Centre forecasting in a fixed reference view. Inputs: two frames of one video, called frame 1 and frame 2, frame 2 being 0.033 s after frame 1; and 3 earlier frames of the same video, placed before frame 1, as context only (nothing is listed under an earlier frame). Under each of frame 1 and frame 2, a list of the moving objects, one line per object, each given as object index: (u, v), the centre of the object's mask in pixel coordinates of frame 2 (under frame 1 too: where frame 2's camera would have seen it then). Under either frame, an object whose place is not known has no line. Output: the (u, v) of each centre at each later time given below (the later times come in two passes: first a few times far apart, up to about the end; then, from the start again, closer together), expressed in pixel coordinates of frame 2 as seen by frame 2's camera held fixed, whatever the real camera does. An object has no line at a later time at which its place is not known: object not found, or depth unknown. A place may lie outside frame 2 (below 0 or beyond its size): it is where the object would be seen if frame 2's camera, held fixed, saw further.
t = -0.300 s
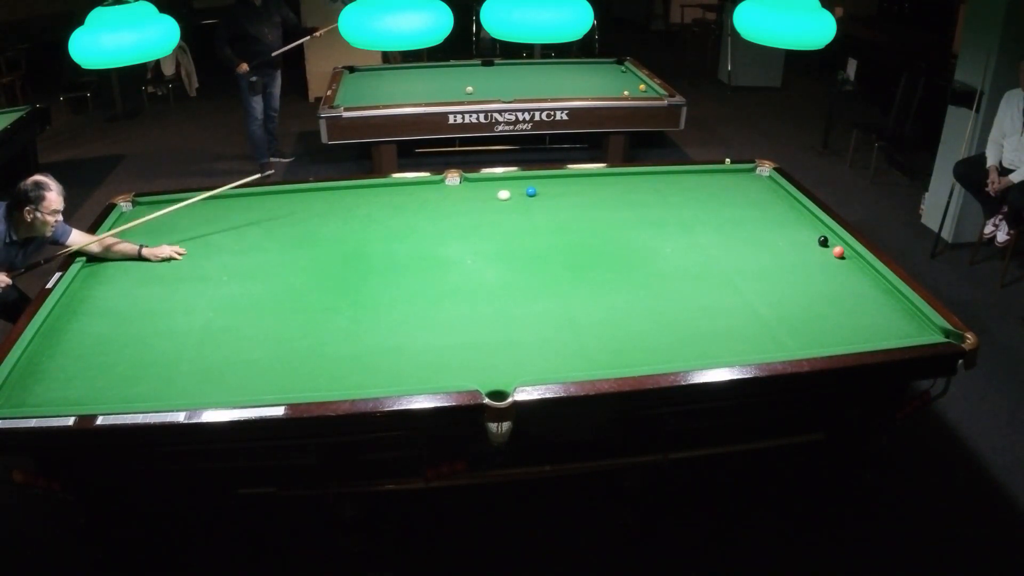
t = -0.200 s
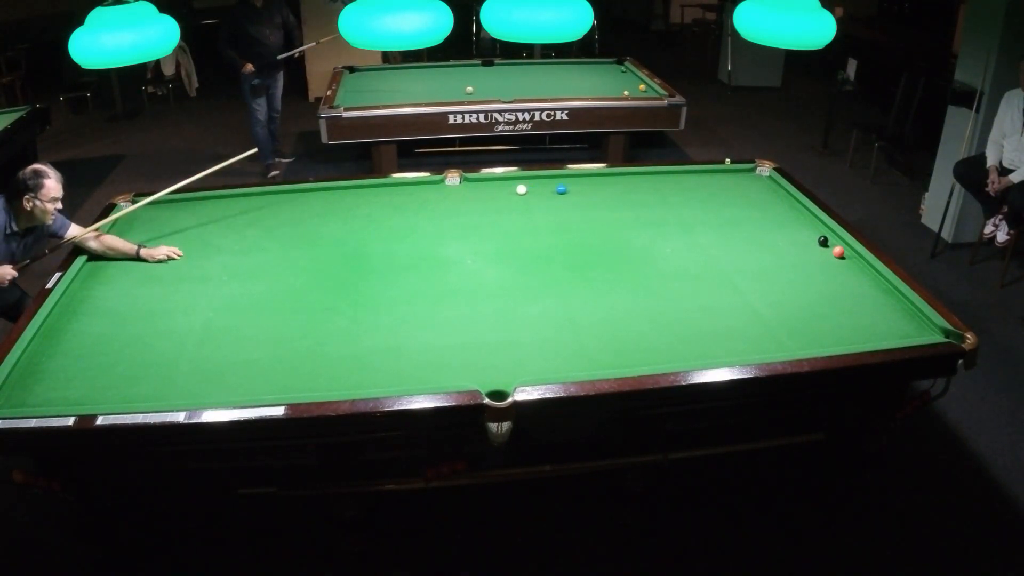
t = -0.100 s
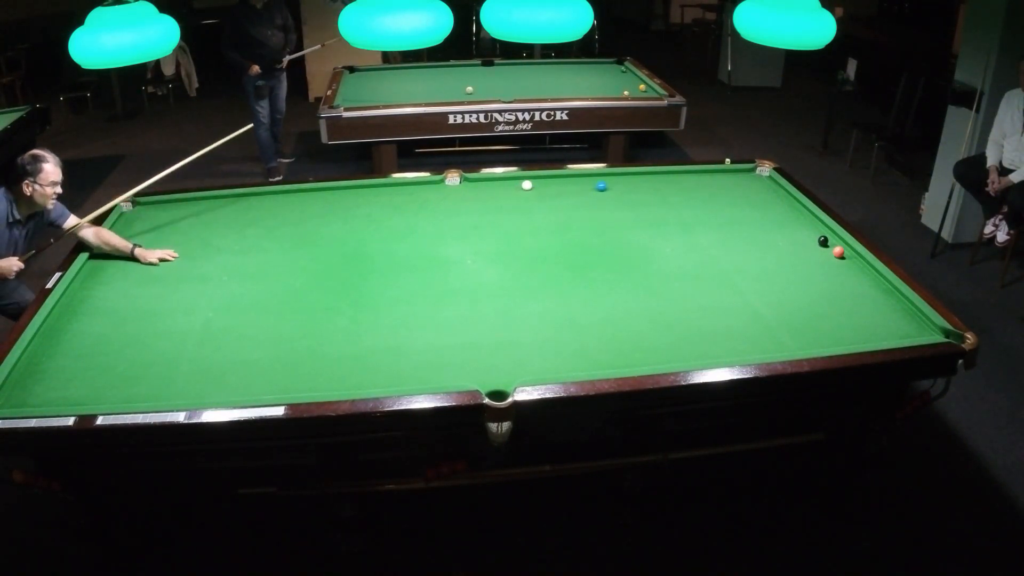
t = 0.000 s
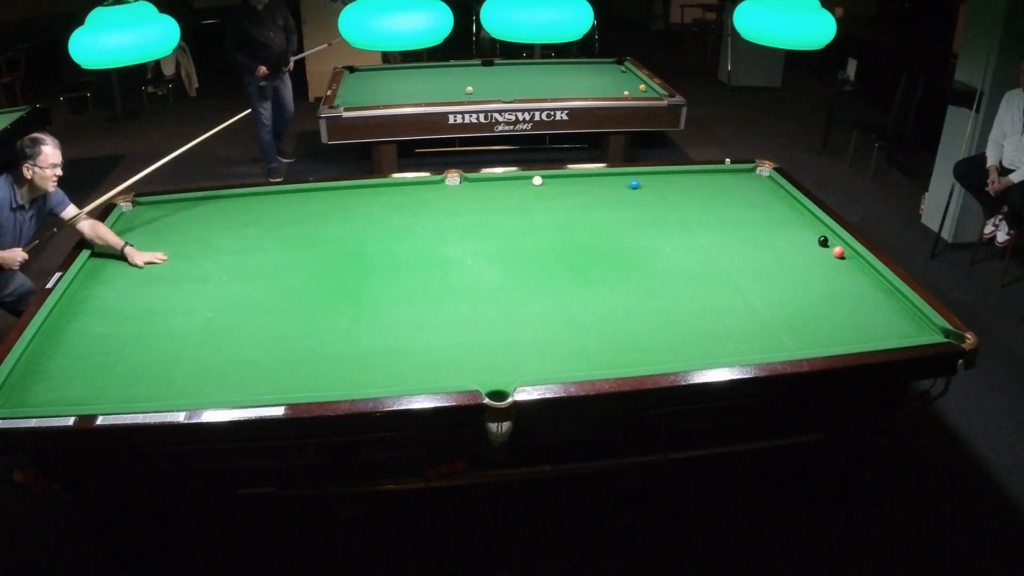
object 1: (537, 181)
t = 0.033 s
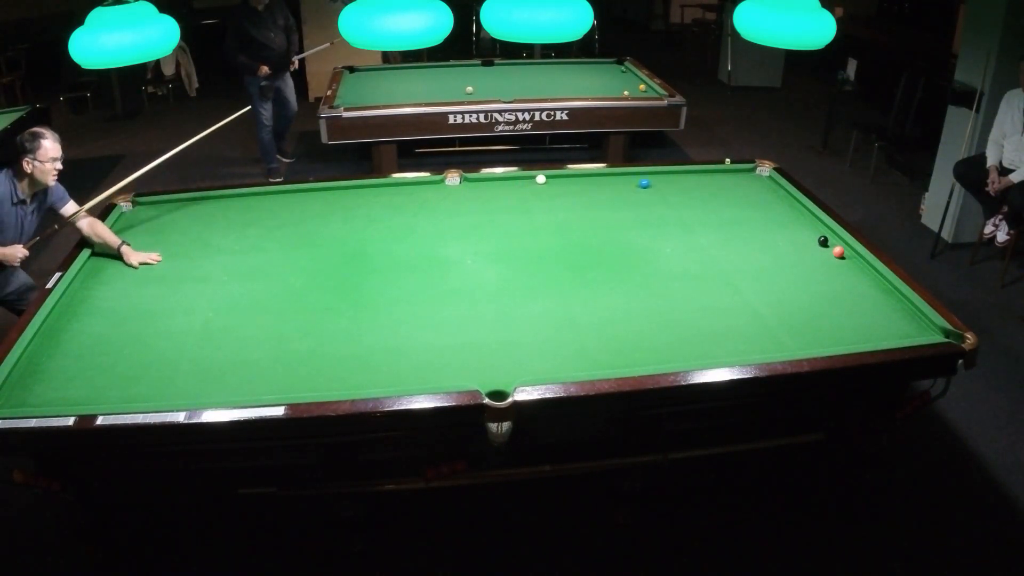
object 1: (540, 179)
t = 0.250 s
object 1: (560, 181)
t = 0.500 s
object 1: (581, 186)
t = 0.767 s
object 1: (603, 192)
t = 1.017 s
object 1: (623, 197)
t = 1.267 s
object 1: (642, 203)
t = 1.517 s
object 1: (660, 208)
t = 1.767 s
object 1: (678, 212)
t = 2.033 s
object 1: (695, 217)
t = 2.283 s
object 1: (710, 222)
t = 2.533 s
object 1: (724, 226)
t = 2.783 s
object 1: (737, 229)
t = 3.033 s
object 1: (748, 232)
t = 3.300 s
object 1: (759, 236)
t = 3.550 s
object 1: (769, 238)
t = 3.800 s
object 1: (777, 241)
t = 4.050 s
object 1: (784, 242)
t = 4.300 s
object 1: (790, 244)
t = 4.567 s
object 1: (795, 245)
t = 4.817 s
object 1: (798, 245)
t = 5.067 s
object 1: (800, 245)
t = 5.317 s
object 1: (800, 245)
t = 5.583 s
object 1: (800, 245)
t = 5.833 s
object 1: (800, 245)
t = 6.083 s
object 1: (800, 245)
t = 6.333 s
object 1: (800, 245)
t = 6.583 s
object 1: (800, 245)
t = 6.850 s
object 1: (800, 245)
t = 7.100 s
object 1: (800, 245)
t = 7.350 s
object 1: (800, 245)
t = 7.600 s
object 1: (800, 245)
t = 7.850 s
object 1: (800, 245)
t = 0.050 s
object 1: (542, 179)
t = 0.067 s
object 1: (544, 178)
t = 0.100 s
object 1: (547, 178)
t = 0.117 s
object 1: (548, 178)
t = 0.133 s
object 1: (550, 178)
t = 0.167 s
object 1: (553, 179)
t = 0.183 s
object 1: (554, 179)
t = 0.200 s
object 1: (556, 180)
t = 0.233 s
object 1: (558, 181)
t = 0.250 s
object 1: (560, 181)
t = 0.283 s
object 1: (563, 182)
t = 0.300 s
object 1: (564, 182)
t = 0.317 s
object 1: (566, 182)
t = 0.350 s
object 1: (569, 183)
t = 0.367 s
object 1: (570, 183)
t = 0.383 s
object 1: (572, 184)
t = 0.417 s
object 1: (574, 184)
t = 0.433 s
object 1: (576, 185)
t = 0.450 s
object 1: (577, 185)
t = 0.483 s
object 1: (580, 186)
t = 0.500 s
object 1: (581, 186)
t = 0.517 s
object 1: (583, 187)
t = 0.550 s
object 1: (585, 187)
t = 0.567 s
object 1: (587, 188)
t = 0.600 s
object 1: (590, 188)
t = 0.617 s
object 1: (591, 189)
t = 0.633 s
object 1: (592, 189)
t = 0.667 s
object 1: (595, 190)
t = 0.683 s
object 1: (597, 190)
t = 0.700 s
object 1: (598, 191)
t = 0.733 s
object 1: (601, 191)
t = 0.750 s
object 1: (602, 192)
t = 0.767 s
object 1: (603, 192)
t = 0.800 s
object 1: (606, 193)
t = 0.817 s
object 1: (607, 193)
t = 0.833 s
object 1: (609, 193)
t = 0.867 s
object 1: (612, 194)
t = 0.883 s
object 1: (613, 195)
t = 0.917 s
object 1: (615, 195)
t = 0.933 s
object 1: (616, 195)
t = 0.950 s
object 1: (618, 196)
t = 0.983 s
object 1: (621, 197)
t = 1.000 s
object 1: (622, 197)
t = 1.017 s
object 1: (623, 197)
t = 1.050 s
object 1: (626, 198)
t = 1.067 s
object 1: (627, 199)
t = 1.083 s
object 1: (628, 199)
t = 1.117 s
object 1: (631, 199)
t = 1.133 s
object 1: (632, 200)
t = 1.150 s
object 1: (634, 200)
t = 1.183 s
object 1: (636, 201)
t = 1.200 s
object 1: (637, 201)
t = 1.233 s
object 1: (640, 202)
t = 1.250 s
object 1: (641, 202)
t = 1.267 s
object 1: (642, 203)
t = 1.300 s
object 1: (645, 203)
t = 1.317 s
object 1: (646, 204)
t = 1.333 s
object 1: (647, 204)
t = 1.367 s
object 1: (650, 205)
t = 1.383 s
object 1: (651, 205)
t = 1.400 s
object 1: (652, 205)
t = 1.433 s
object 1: (655, 206)
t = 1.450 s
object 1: (656, 206)
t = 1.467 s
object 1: (657, 207)
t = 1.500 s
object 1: (659, 207)
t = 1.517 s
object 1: (660, 208)
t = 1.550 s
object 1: (663, 208)
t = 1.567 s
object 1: (664, 209)
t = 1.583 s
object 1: (665, 209)
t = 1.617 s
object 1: (668, 209)
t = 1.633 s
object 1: (669, 210)
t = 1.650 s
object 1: (670, 210)
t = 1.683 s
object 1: (672, 211)
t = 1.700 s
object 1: (673, 211)
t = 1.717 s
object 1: (674, 212)
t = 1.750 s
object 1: (677, 212)
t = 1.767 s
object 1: (678, 212)
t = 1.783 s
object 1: (679, 213)
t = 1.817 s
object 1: (681, 213)
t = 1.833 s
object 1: (682, 214)
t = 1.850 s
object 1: (683, 214)
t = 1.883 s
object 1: (685, 215)
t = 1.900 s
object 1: (686, 215)
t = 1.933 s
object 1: (689, 216)
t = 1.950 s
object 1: (690, 216)
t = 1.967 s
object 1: (691, 216)
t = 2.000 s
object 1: (693, 217)
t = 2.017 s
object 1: (694, 217)
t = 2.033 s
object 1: (695, 217)
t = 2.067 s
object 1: (697, 218)
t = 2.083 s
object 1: (698, 218)
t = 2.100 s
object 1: (699, 218)
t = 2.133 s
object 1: (701, 219)
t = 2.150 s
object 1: (702, 219)
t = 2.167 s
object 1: (703, 220)
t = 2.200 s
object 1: (705, 220)
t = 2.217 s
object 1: (706, 221)
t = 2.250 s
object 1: (708, 221)
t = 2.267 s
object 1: (709, 221)
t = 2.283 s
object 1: (710, 222)
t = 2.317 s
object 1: (712, 222)
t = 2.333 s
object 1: (713, 223)
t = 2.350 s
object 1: (714, 223)
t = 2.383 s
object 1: (716, 223)
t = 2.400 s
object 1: (716, 224)
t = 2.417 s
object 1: (717, 224)
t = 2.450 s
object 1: (719, 224)
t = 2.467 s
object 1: (720, 225)
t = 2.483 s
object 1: (721, 225)
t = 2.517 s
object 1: (723, 225)
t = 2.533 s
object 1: (724, 226)
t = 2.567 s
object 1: (725, 226)
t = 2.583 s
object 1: (726, 226)
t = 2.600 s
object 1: (727, 227)
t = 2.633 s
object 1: (729, 227)
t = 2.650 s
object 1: (730, 227)
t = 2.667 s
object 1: (731, 228)
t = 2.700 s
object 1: (732, 228)
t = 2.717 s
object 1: (733, 228)
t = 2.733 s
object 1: (734, 229)
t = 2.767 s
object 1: (736, 229)
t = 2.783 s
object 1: (737, 229)
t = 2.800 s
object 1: (737, 230)
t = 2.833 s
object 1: (739, 230)
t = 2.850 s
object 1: (740, 230)
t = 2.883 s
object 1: (742, 231)
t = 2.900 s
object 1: (742, 231)
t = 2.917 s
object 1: (743, 231)
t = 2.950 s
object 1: (745, 232)
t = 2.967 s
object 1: (745, 232)
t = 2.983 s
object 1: (746, 232)
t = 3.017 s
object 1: (747, 232)
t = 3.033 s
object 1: (748, 232)
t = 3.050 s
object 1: (749, 233)
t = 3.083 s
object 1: (750, 233)
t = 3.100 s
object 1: (751, 233)
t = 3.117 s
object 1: (752, 234)
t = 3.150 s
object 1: (753, 234)
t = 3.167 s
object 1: (754, 234)
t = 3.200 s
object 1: (755, 235)
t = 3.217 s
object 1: (756, 235)
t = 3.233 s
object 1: (757, 235)
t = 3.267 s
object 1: (758, 235)
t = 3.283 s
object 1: (759, 235)
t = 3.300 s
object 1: (759, 236)
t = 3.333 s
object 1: (761, 236)
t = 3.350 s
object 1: (761, 236)
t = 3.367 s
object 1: (762, 236)
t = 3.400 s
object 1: (763, 237)
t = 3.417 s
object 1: (764, 237)
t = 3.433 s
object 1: (765, 237)
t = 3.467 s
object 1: (766, 237)
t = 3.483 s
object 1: (766, 238)
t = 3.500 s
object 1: (767, 238)
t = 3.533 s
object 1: (768, 238)
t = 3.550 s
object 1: (769, 238)
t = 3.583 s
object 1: (770, 239)
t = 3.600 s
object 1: (771, 239)
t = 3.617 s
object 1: (771, 239)
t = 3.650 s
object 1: (772, 239)
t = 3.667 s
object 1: (773, 239)
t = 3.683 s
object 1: (773, 239)
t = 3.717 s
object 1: (775, 240)
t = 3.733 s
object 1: (775, 240)
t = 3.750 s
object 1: (775, 240)
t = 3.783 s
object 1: (776, 240)
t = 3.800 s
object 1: (777, 241)
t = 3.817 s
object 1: (778, 241)
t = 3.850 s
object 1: (779, 241)
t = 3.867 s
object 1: (779, 241)
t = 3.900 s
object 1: (780, 241)
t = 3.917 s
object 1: (780, 241)
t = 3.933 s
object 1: (781, 241)
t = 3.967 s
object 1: (782, 242)
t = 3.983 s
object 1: (782, 242)
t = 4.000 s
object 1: (783, 242)
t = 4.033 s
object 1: (784, 242)
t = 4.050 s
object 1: (784, 242)
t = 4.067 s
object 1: (784, 242)
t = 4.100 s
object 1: (785, 242)
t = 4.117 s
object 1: (786, 243)
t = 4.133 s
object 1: (786, 243)
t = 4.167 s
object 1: (787, 243)
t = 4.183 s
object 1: (787, 243)
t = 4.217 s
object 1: (788, 243)
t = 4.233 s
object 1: (788, 243)
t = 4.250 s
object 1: (789, 243)
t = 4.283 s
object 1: (790, 244)
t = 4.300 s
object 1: (790, 244)
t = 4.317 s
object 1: (790, 244)
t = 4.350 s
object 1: (791, 244)
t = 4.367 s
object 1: (791, 244)
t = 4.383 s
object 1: (792, 244)
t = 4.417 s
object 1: (792, 244)
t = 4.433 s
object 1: (792, 244)
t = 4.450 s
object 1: (793, 244)
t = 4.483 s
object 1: (793, 244)
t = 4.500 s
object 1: (794, 245)
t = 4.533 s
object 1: (794, 245)
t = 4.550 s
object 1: (794, 245)
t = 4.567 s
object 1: (795, 245)
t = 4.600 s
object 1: (795, 245)
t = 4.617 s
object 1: (795, 245)
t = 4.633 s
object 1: (796, 245)
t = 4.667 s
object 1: (796, 245)
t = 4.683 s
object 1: (796, 245)
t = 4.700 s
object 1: (796, 245)
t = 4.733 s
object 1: (797, 245)
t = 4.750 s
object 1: (797, 245)
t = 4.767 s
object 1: (797, 245)
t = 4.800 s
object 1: (798, 245)
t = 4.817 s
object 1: (798, 245)
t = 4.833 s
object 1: (798, 245)
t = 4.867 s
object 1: (798, 245)
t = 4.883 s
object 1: (798, 245)
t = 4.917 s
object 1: (799, 245)
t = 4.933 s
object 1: (799, 245)
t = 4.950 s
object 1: (799, 245)
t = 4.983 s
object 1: (799, 245)
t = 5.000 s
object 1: (799, 245)
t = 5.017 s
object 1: (799, 245)
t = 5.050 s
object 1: (800, 245)
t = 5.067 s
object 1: (800, 245)
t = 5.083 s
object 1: (800, 245)
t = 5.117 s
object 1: (800, 245)
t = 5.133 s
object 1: (800, 245)
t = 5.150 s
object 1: (800, 245)
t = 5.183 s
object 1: (800, 245)
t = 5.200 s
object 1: (800, 245)
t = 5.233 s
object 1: (800, 245)
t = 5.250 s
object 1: (800, 245)
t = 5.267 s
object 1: (800, 245)
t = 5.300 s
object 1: (800, 245)
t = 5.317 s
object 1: (800, 245)
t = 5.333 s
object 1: (800, 245)
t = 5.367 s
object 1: (800, 245)
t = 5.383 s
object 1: (800, 245)
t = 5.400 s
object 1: (800, 245)
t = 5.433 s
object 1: (800, 245)
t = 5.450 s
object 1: (800, 245)
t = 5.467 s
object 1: (800, 245)
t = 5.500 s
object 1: (800, 245)
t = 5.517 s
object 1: (800, 245)
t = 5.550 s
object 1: (800, 245)
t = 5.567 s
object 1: (800, 245)
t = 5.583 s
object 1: (800, 245)
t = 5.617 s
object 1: (800, 245)
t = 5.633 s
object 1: (800, 245)
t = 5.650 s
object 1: (800, 245)
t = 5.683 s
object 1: (800, 245)
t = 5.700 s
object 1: (800, 245)
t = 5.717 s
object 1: (800, 245)
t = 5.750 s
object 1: (800, 245)
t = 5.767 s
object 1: (800, 245)
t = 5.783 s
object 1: (800, 245)
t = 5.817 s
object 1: (800, 245)
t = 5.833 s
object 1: (800, 245)
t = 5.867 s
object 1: (800, 245)
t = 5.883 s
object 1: (800, 245)
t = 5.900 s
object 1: (800, 245)
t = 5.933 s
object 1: (800, 245)
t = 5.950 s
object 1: (800, 245)
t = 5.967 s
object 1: (800, 245)
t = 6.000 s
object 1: (800, 245)
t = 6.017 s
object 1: (800, 245)
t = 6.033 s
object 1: (800, 245)
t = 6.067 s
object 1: (800, 245)
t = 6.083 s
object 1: (800, 245)
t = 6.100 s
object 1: (800, 245)
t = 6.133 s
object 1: (800, 245)
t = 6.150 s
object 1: (800, 245)
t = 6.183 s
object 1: (800, 245)
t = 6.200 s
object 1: (800, 245)
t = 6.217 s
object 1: (800, 245)
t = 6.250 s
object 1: (800, 245)
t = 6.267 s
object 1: (800, 245)
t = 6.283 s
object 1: (800, 245)
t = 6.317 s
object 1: (800, 245)
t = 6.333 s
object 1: (800, 245)
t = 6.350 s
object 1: (800, 245)
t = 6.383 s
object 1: (800, 245)
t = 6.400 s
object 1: (800, 245)
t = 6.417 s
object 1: (800, 245)
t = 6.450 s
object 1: (800, 245)
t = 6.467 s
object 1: (800, 245)
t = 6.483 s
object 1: (800, 245)
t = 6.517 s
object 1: (800, 245)
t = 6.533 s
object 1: (800, 245)
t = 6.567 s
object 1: (800, 245)
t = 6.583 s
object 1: (800, 245)
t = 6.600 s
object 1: (800, 245)
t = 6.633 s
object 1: (800, 245)
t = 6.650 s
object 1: (800, 245)
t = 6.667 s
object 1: (800, 245)
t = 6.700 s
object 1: (800, 245)
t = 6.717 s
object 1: (800, 245)
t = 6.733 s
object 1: (800, 245)
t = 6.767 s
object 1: (800, 245)
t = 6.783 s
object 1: (800, 245)
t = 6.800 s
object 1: (800, 245)
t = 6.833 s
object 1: (800, 245)
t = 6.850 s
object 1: (800, 245)
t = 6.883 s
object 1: (800, 245)
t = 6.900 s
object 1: (800, 245)
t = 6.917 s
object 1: (800, 245)
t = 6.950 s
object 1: (800, 245)
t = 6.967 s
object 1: (800, 245)
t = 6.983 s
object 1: (800, 245)
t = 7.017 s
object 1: (800, 245)
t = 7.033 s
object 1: (800, 245)
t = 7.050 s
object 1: (800, 245)
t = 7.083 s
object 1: (800, 245)
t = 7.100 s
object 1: (800, 245)
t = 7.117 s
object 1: (800, 245)
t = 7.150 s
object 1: (800, 245)
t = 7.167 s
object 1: (800, 245)
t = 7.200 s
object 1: (800, 245)
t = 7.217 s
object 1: (800, 245)
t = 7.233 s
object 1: (800, 245)
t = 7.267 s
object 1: (800, 245)
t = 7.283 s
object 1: (800, 245)
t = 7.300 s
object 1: (800, 245)
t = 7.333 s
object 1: (800, 245)
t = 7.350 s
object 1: (800, 245)
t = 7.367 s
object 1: (800, 245)
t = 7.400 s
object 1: (800, 245)
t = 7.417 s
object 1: (800, 245)
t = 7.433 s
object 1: (800, 245)
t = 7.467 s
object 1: (800, 245)
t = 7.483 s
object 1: (800, 245)
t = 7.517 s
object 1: (800, 245)
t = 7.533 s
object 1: (800, 245)
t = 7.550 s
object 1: (800, 245)
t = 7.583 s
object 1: (800, 245)
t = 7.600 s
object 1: (800, 245)
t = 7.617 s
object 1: (800, 245)
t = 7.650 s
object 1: (800, 245)
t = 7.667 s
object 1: (800, 245)
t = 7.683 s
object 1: (800, 245)
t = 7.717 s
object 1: (800, 245)
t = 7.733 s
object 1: (800, 245)
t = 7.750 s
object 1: (800, 245)
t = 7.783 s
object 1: (800, 245)
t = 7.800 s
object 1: (800, 245)
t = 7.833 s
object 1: (800, 245)
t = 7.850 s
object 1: (800, 245)
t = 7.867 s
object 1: (800, 245)
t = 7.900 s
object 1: (800, 245)
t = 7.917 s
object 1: (800, 245)
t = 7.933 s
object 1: (800, 245)
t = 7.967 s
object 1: (800, 245)
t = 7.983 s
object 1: (800, 245)
